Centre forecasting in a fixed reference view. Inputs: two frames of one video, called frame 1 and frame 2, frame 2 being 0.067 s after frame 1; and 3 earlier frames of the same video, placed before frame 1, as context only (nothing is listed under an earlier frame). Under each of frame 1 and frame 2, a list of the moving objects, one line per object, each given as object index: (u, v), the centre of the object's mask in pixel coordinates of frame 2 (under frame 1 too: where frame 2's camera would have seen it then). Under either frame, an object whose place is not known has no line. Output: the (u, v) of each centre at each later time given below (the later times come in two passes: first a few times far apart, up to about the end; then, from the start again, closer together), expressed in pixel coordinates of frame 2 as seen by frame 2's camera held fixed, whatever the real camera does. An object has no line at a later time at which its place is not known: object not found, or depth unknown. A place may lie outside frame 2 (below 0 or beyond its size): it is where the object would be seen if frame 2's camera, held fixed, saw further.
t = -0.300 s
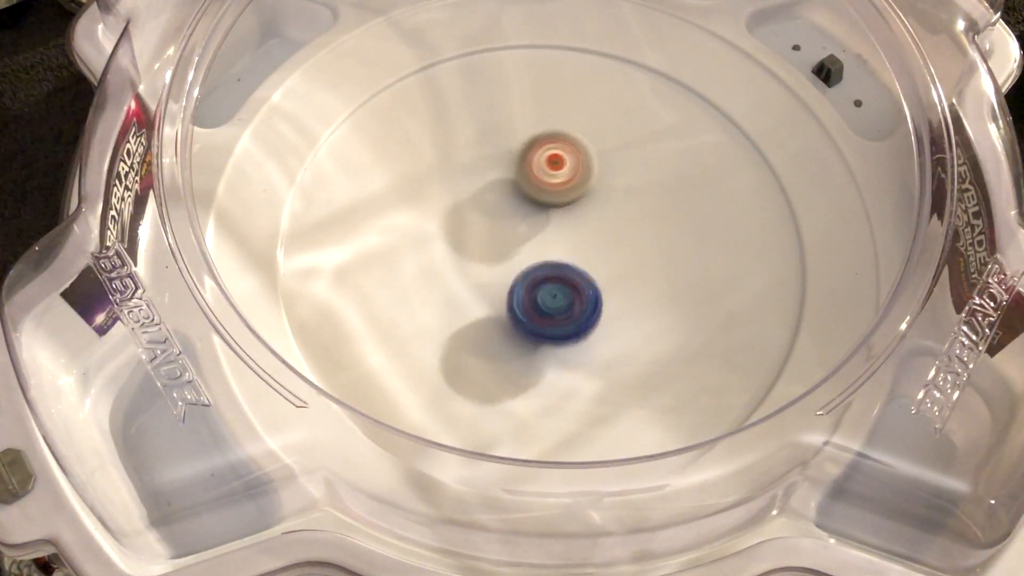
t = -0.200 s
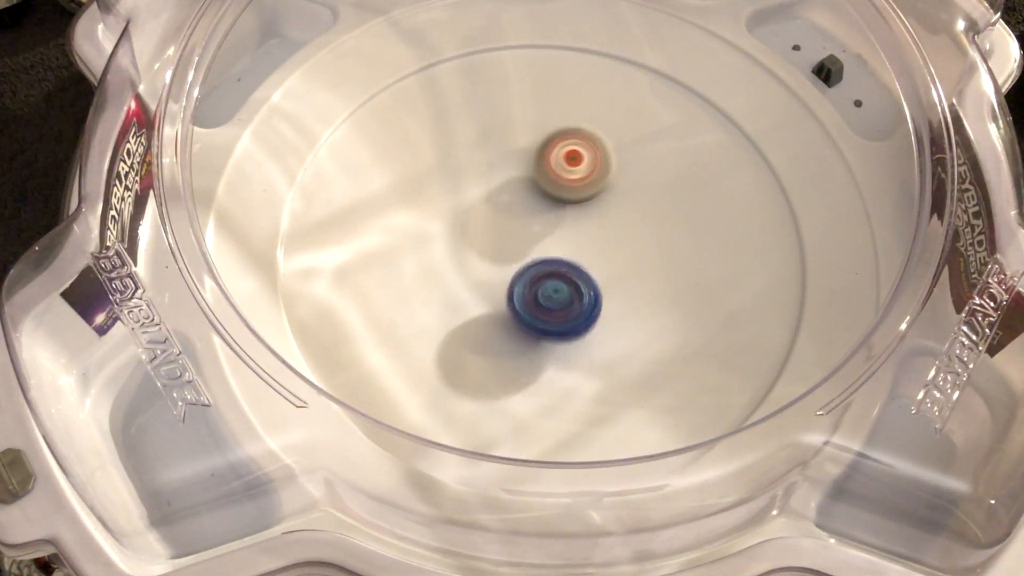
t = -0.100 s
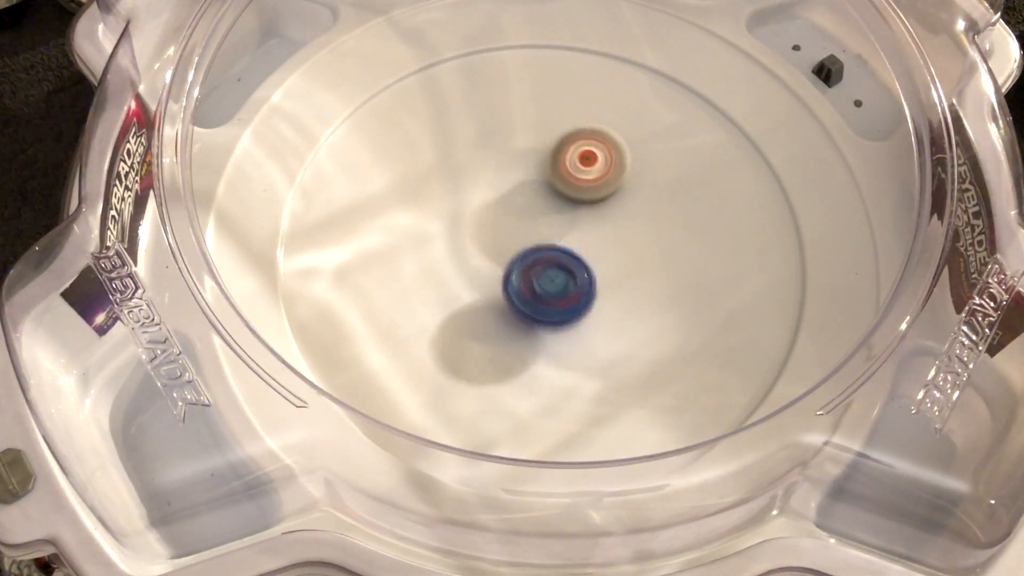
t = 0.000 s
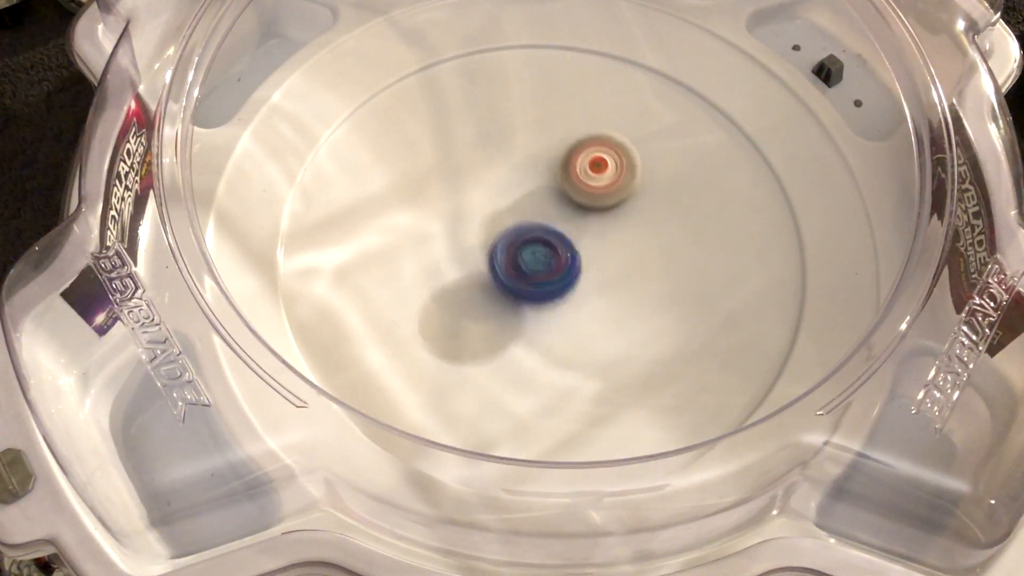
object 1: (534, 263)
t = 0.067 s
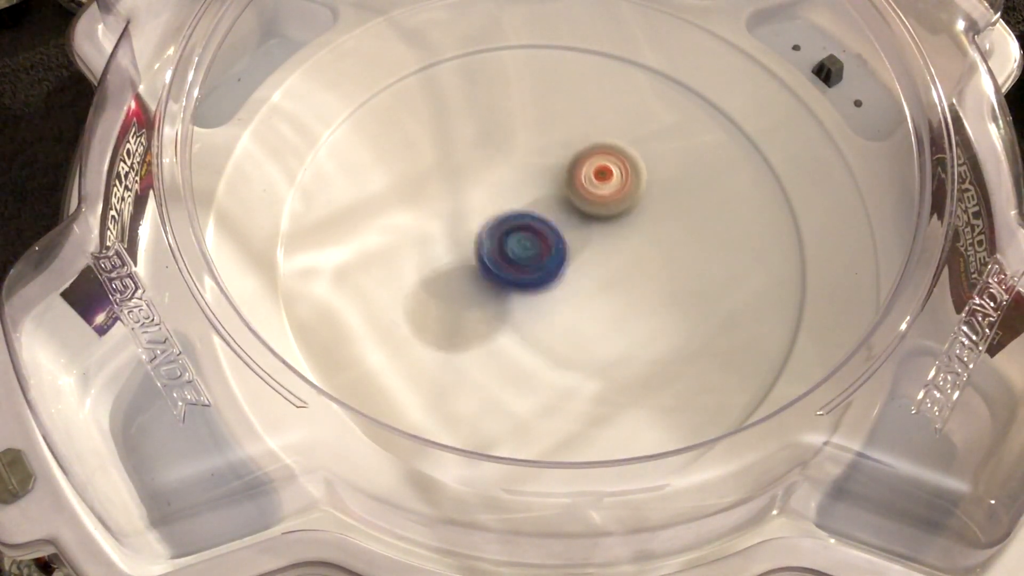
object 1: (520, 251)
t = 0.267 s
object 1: (484, 231)
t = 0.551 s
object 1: (503, 228)
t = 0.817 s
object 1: (556, 198)
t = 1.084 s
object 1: (569, 195)
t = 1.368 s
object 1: (581, 235)
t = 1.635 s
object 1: (595, 259)
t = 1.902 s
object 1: (571, 257)
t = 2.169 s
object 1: (593, 286)
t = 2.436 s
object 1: (567, 270)
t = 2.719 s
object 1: (521, 301)
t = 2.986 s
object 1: (525, 346)
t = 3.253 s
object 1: (551, 331)
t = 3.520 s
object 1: (543, 282)
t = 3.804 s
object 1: (515, 279)
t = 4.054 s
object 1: (522, 256)
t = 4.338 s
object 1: (528, 249)
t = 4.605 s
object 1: (544, 241)
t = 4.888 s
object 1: (563, 249)
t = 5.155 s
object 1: (573, 254)
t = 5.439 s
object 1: (579, 269)
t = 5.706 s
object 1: (579, 279)
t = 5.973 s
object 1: (580, 279)
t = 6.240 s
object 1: (580, 279)
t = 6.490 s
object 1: (580, 279)
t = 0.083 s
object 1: (518, 248)
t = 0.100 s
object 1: (514, 246)
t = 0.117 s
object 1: (510, 243)
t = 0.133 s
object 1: (507, 241)
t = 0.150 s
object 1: (502, 237)
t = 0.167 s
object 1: (499, 236)
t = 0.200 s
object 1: (493, 234)
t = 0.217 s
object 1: (489, 232)
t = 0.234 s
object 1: (488, 231)
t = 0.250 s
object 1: (486, 231)
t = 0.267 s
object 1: (484, 231)
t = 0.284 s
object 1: (482, 231)
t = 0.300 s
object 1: (481, 230)
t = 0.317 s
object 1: (481, 229)
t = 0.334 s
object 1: (480, 230)
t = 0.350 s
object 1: (481, 230)
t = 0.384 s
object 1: (481, 229)
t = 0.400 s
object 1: (483, 229)
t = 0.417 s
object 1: (484, 230)
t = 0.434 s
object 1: (485, 230)
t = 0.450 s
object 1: (487, 230)
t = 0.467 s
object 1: (489, 230)
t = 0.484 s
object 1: (492, 230)
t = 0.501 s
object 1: (495, 230)
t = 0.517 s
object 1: (496, 230)
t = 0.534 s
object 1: (499, 229)
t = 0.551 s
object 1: (503, 228)
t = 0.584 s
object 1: (511, 227)
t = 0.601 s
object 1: (514, 226)
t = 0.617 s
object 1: (519, 224)
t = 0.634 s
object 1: (524, 222)
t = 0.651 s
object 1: (528, 220)
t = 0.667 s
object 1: (531, 218)
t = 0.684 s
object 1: (533, 217)
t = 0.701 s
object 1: (537, 214)
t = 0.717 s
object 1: (541, 212)
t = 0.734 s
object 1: (544, 210)
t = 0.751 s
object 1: (547, 208)
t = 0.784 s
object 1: (552, 202)
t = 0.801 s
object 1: (555, 200)
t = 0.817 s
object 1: (556, 198)
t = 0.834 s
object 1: (557, 196)
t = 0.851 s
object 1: (558, 195)
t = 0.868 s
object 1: (559, 193)
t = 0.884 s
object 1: (561, 192)
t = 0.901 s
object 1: (562, 192)
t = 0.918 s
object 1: (563, 191)
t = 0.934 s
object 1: (563, 191)
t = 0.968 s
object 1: (565, 190)
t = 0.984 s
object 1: (566, 190)
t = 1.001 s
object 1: (566, 190)
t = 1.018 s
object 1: (567, 191)
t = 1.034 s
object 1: (567, 191)
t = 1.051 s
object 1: (568, 192)
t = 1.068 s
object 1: (568, 193)
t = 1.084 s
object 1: (569, 195)
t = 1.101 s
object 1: (569, 195)
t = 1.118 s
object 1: (569, 197)
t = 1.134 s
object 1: (570, 198)
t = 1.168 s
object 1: (570, 203)
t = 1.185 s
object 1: (570, 205)
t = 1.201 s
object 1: (571, 207)
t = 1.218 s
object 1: (572, 210)
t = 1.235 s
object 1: (572, 213)
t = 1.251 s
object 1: (573, 216)
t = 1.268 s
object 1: (573, 219)
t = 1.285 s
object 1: (574, 222)
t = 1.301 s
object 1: (576, 225)
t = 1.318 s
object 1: (577, 229)
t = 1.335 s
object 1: (580, 232)
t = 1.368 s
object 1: (581, 235)
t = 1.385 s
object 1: (583, 237)
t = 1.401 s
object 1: (584, 239)
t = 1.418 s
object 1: (585, 241)
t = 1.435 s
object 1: (585, 244)
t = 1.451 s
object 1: (587, 245)
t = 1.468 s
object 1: (588, 248)
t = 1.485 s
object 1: (590, 250)
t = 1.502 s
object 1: (591, 252)
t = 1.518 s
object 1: (592, 254)
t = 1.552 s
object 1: (594, 256)
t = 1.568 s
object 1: (595, 257)
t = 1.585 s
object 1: (595, 258)
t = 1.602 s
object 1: (595, 259)
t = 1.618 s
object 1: (595, 260)
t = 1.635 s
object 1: (595, 259)
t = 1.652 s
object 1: (595, 260)
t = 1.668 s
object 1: (595, 260)
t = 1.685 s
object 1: (594, 261)
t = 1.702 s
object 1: (593, 261)
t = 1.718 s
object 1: (592, 261)
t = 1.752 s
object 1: (590, 260)
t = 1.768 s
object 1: (588, 260)
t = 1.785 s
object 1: (586, 260)
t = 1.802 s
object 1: (584, 260)
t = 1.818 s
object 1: (581, 259)
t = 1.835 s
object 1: (580, 258)
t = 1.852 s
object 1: (579, 258)
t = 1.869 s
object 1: (576, 259)
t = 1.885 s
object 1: (574, 258)
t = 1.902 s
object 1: (571, 257)
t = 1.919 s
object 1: (568, 256)
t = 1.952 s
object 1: (570, 262)
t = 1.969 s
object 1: (576, 268)
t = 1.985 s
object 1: (577, 271)
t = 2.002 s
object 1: (578, 273)
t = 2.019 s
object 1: (579, 274)
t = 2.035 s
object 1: (581, 274)
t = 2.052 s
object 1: (584, 276)
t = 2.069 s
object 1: (587, 279)
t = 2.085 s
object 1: (588, 281)
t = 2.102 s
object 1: (588, 282)
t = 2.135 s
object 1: (590, 282)
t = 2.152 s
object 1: (592, 284)
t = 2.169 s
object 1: (593, 286)
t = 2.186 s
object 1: (593, 286)
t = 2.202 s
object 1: (592, 287)
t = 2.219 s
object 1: (592, 287)
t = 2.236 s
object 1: (592, 286)
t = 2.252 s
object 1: (593, 286)
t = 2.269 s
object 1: (593, 286)
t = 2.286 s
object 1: (591, 285)
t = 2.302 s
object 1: (590, 283)
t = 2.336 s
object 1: (586, 280)
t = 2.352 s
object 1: (585, 279)
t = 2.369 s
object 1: (582, 277)
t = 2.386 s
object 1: (580, 276)
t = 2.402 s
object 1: (575, 273)
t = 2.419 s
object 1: (573, 271)
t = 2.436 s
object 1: (567, 270)
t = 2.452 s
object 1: (565, 267)
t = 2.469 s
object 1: (561, 266)
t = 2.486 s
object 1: (559, 264)
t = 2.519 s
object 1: (552, 261)
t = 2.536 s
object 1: (548, 261)
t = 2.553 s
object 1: (543, 258)
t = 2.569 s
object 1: (541, 255)
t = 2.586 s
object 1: (538, 253)
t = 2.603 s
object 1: (537, 252)
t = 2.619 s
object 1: (536, 254)
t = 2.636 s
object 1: (535, 258)
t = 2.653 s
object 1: (534, 259)
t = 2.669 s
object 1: (532, 262)
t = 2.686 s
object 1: (528, 271)
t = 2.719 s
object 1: (521, 301)
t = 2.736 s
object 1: (519, 311)
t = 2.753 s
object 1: (519, 319)
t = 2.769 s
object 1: (518, 328)
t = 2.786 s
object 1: (517, 336)
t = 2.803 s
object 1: (518, 342)
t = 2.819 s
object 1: (519, 346)
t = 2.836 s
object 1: (521, 349)
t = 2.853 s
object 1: (521, 352)
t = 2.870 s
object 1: (521, 354)
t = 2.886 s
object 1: (522, 354)
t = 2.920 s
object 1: (522, 354)
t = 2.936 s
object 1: (521, 351)
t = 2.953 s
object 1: (521, 349)
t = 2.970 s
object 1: (523, 347)
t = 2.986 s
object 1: (525, 346)
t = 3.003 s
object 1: (528, 344)
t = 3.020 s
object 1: (529, 342)
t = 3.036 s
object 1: (534, 339)
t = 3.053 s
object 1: (537, 338)
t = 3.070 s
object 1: (539, 336)
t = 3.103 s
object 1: (544, 338)
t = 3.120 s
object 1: (544, 340)
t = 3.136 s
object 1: (544, 340)
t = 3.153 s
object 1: (545, 339)
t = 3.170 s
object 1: (546, 339)
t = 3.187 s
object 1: (549, 338)
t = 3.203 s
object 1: (550, 337)
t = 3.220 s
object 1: (550, 335)
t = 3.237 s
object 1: (550, 333)
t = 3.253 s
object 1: (551, 331)
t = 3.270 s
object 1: (553, 329)
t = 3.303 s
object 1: (559, 324)
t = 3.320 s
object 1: (560, 320)
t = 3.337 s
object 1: (560, 315)
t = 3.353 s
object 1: (560, 313)
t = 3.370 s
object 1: (560, 309)
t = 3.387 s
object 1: (560, 306)
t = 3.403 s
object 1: (559, 302)
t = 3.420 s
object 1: (556, 296)
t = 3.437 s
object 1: (552, 291)
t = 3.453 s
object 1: (550, 287)
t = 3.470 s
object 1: (548, 285)
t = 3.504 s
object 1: (544, 283)
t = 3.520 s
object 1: (543, 282)
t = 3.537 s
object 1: (541, 282)
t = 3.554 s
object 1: (539, 282)
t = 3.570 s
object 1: (536, 281)
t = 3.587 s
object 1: (534, 282)
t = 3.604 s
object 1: (531, 282)
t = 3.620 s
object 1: (529, 282)
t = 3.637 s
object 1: (527, 283)
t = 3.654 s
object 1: (525, 284)
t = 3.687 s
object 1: (520, 285)
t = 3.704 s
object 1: (518, 287)
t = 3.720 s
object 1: (517, 287)
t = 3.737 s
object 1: (515, 288)
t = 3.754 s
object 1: (514, 286)
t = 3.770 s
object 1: (514, 284)
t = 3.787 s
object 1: (514, 281)
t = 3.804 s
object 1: (515, 279)
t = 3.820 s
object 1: (516, 278)
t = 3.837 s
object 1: (517, 277)
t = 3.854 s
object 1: (518, 277)
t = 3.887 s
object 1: (520, 276)
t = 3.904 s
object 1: (520, 276)
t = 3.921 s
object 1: (520, 275)
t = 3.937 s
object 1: (519, 272)
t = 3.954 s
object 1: (519, 266)
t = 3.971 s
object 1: (519, 262)
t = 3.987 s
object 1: (520, 259)
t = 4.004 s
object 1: (521, 257)
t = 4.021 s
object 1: (521, 256)
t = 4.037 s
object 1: (521, 256)
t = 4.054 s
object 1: (522, 256)
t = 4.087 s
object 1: (522, 256)
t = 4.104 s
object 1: (523, 256)
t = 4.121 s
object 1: (523, 256)
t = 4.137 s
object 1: (524, 257)
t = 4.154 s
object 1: (524, 257)
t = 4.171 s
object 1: (525, 257)
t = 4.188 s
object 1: (525, 257)
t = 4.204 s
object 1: (525, 257)
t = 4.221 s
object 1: (525, 257)
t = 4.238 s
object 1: (525, 257)
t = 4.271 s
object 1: (524, 256)
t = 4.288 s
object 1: (524, 253)
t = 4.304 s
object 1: (525, 252)
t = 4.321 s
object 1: (526, 251)
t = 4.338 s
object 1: (528, 249)
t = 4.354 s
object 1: (531, 247)
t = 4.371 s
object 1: (533, 246)
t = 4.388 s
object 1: (533, 246)
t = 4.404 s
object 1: (534, 246)
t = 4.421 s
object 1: (534, 246)
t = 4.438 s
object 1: (534, 246)
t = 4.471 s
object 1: (534, 246)
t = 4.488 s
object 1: (534, 246)
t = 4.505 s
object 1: (534, 246)
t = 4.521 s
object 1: (534, 247)
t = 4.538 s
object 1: (534, 247)
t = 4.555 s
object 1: (534, 246)
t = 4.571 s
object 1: (534, 246)
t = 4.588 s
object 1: (535, 246)
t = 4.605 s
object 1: (544, 241)
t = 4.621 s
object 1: (553, 241)
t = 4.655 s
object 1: (562, 243)
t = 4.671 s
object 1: (564, 244)
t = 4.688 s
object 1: (565, 246)
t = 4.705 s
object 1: (564, 247)
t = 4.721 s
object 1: (563, 248)
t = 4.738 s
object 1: (561, 250)
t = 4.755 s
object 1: (560, 250)
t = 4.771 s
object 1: (559, 251)
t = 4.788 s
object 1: (558, 251)
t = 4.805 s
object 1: (558, 251)
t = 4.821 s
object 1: (559, 251)
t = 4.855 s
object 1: (562, 251)
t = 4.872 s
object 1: (563, 250)
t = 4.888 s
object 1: (563, 249)
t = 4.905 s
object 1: (565, 250)
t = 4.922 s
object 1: (567, 250)
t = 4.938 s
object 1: (570, 251)
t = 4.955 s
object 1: (570, 252)
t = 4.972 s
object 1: (570, 252)
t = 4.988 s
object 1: (570, 252)
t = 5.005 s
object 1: (570, 252)
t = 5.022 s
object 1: (570, 252)
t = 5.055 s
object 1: (573, 254)
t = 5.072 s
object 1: (573, 254)
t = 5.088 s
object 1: (573, 254)
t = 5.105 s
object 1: (573, 254)
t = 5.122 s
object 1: (573, 254)
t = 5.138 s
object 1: (572, 254)
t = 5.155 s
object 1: (573, 254)
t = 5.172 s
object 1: (573, 254)
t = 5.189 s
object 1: (573, 254)
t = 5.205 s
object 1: (572, 254)
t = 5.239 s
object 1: (572, 254)
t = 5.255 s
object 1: (574, 257)
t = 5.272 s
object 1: (576, 261)
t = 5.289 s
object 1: (578, 266)
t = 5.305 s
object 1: (579, 268)
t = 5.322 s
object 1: (579, 269)
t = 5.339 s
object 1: (579, 269)
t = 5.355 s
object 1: (579, 269)
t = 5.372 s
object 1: (579, 269)
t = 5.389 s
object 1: (579, 270)
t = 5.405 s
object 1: (579, 269)
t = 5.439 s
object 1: (579, 269)
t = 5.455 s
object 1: (580, 271)
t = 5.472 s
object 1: (580, 272)
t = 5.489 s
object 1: (580, 273)
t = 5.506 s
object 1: (581, 275)
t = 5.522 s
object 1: (581, 277)
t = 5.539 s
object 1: (580, 277)
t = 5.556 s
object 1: (580, 277)
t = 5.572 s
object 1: (580, 279)
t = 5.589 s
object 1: (579, 279)
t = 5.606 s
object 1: (579, 279)
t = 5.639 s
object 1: (580, 279)
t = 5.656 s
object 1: (579, 279)
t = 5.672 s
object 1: (579, 279)
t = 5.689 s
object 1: (579, 279)
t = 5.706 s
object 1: (579, 279)
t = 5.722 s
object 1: (579, 279)
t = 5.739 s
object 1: (579, 279)
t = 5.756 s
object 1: (579, 279)
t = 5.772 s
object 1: (579, 279)
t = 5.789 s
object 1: (579, 279)
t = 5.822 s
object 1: (580, 279)
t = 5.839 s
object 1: (580, 279)
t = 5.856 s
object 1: (579, 279)
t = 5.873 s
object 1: (580, 279)
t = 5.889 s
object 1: (580, 279)
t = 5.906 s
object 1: (580, 279)
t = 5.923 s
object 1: (580, 279)
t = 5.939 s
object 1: (580, 279)
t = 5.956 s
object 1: (580, 279)
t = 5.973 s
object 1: (580, 279)
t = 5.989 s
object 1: (580, 279)
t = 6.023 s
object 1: (579, 279)
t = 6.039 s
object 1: (579, 279)
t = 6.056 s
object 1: (580, 280)
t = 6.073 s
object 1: (580, 280)
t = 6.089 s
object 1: (580, 280)
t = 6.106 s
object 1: (580, 280)
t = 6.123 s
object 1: (580, 280)
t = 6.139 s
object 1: (580, 280)
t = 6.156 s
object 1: (580, 280)
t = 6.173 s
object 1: (580, 280)
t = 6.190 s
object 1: (580, 280)
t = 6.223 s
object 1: (580, 279)
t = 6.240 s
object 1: (580, 279)
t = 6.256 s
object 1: (580, 279)
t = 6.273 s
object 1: (580, 280)
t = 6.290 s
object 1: (580, 280)
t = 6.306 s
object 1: (580, 279)
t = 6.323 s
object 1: (580, 279)
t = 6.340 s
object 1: (580, 279)
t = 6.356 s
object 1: (580, 279)
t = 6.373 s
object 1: (580, 279)
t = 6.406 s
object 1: (580, 280)
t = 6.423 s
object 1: (580, 280)
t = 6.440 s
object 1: (580, 279)
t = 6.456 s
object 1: (580, 280)
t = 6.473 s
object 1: (580, 279)
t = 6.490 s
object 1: (580, 279)
